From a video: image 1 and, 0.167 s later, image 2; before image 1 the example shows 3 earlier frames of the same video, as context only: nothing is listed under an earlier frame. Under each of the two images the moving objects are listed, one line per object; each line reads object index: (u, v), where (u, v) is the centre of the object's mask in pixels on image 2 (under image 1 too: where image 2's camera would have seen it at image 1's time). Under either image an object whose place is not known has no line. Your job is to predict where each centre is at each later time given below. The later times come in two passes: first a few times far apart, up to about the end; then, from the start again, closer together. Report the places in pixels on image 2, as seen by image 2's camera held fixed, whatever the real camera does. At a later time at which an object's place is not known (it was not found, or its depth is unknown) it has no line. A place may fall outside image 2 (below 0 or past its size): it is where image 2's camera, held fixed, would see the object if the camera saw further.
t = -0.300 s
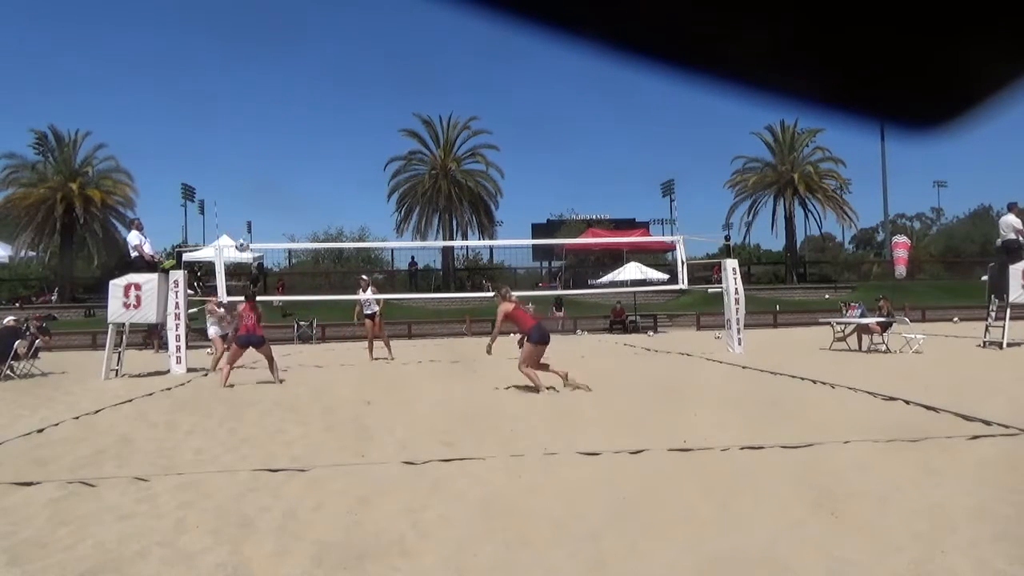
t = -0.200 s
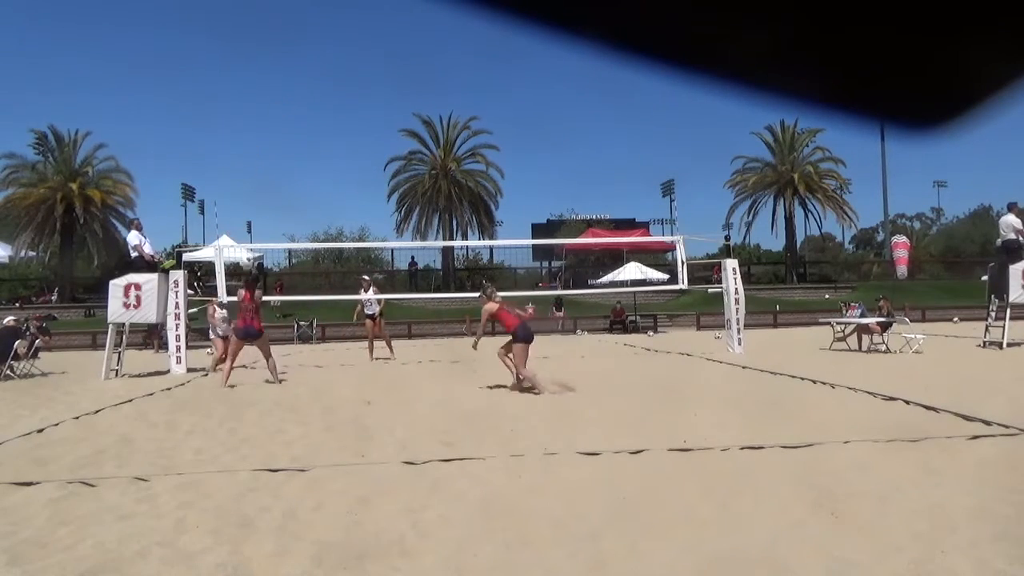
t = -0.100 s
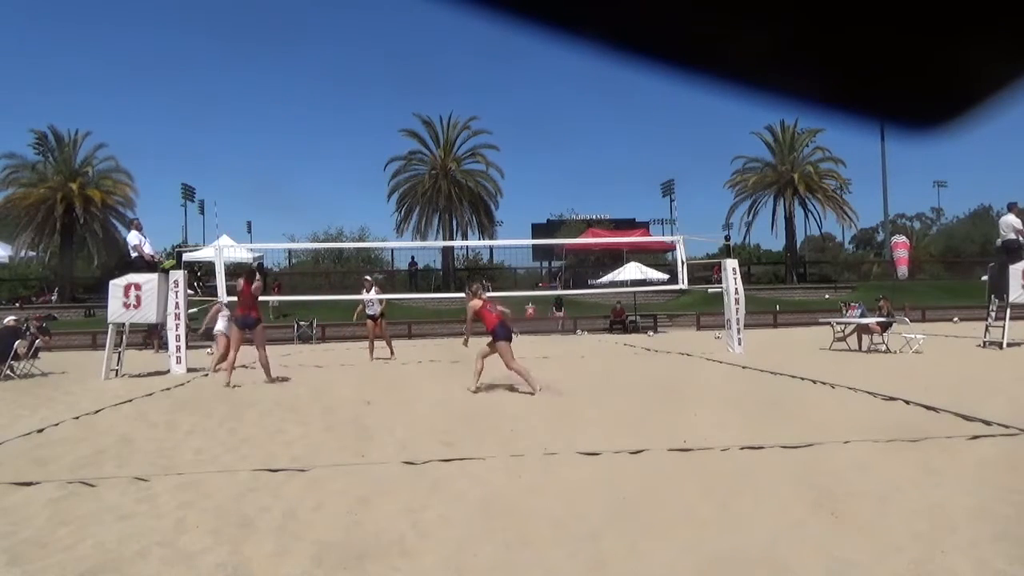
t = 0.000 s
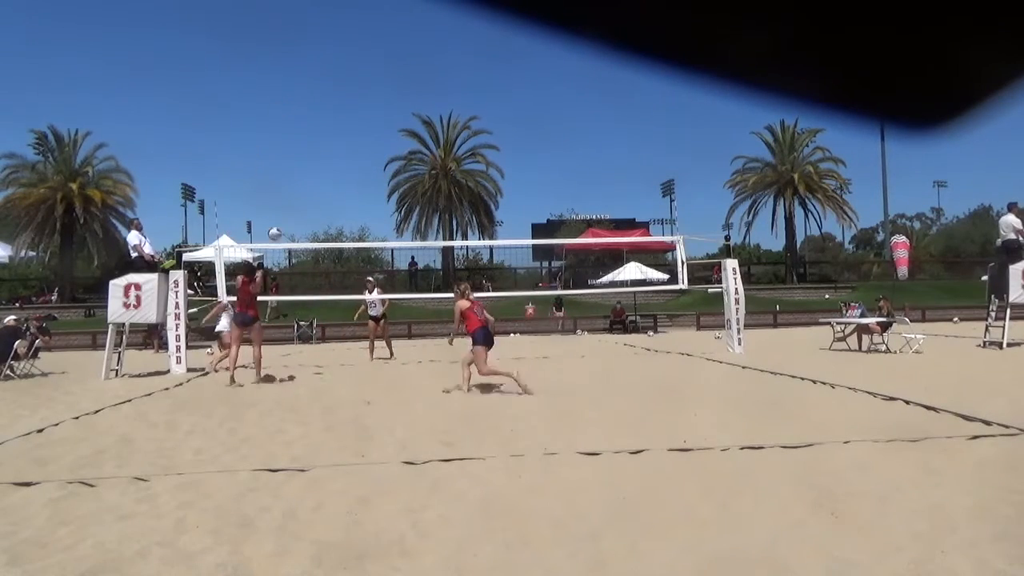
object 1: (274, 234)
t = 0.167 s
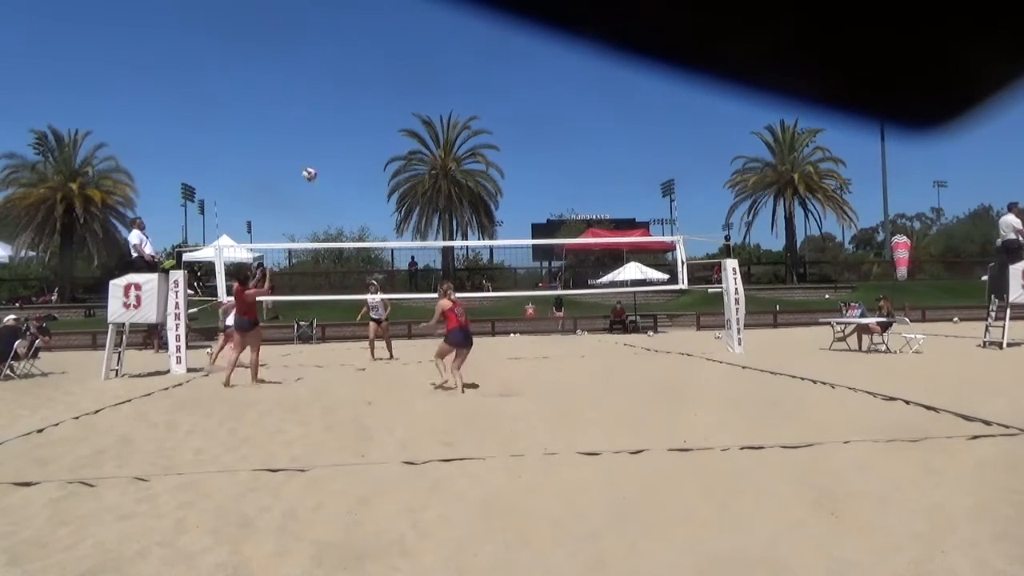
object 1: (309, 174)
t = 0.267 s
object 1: (329, 150)
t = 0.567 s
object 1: (384, 116)
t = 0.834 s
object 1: (429, 134)
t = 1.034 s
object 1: (461, 176)
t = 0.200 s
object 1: (316, 166)
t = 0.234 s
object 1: (323, 158)
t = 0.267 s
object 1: (329, 150)
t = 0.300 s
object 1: (335, 143)
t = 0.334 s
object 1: (341, 137)
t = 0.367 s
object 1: (348, 132)
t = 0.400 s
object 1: (354, 127)
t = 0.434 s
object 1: (361, 124)
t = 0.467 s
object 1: (367, 120)
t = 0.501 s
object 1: (373, 119)
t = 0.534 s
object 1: (379, 117)
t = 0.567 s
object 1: (384, 116)
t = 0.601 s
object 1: (390, 116)
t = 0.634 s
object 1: (396, 117)
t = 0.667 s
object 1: (402, 118)
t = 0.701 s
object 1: (407, 119)
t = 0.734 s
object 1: (414, 122)
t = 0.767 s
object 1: (418, 124)
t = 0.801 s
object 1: (424, 128)
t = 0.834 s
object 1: (429, 134)
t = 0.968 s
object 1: (452, 160)
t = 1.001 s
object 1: (456, 167)
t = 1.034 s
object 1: (461, 176)
